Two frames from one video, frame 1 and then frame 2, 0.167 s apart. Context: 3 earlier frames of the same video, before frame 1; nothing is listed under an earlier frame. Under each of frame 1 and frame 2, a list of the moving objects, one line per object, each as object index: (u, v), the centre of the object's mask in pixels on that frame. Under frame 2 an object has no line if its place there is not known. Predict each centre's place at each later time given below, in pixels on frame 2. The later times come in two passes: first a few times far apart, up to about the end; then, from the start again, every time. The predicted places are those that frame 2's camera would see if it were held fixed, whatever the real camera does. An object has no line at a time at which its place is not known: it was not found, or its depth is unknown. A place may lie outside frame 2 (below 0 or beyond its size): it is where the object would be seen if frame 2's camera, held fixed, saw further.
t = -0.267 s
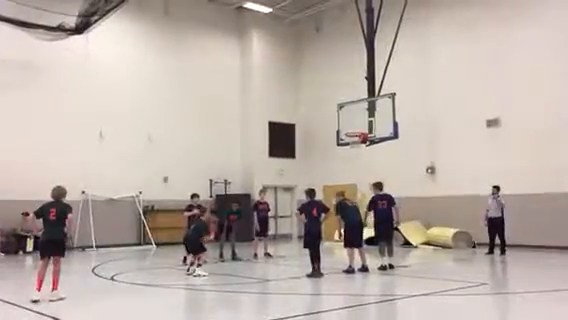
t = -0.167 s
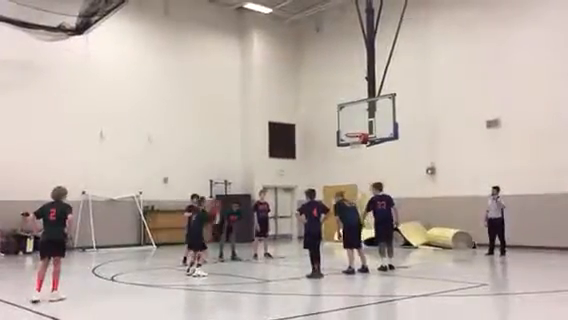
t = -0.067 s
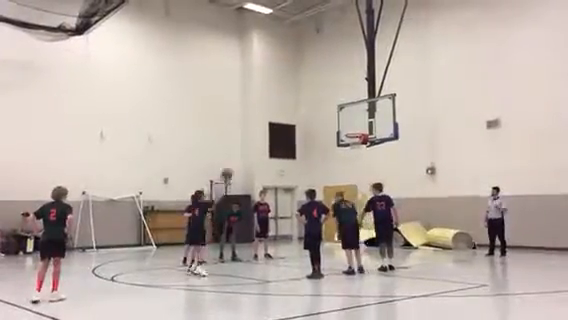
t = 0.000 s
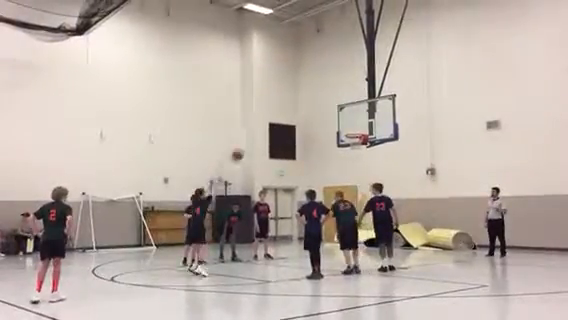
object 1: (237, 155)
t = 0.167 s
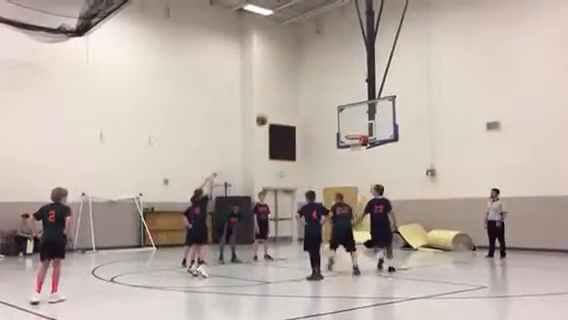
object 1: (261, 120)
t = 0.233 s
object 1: (269, 111)
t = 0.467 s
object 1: (298, 94)
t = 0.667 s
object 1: (320, 99)
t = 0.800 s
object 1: (334, 111)
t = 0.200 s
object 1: (265, 115)
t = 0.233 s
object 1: (269, 111)
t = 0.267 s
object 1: (274, 106)
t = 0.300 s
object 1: (278, 104)
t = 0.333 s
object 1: (282, 100)
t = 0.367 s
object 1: (286, 99)
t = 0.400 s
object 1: (290, 96)
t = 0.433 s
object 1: (294, 95)
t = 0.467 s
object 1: (298, 94)
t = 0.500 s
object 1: (302, 94)
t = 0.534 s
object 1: (305, 94)
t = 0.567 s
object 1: (309, 94)
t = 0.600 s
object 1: (312, 95)
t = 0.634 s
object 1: (316, 97)
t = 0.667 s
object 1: (320, 99)
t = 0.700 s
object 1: (324, 101)
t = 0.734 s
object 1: (327, 104)
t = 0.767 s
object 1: (331, 107)
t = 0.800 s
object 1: (334, 111)
